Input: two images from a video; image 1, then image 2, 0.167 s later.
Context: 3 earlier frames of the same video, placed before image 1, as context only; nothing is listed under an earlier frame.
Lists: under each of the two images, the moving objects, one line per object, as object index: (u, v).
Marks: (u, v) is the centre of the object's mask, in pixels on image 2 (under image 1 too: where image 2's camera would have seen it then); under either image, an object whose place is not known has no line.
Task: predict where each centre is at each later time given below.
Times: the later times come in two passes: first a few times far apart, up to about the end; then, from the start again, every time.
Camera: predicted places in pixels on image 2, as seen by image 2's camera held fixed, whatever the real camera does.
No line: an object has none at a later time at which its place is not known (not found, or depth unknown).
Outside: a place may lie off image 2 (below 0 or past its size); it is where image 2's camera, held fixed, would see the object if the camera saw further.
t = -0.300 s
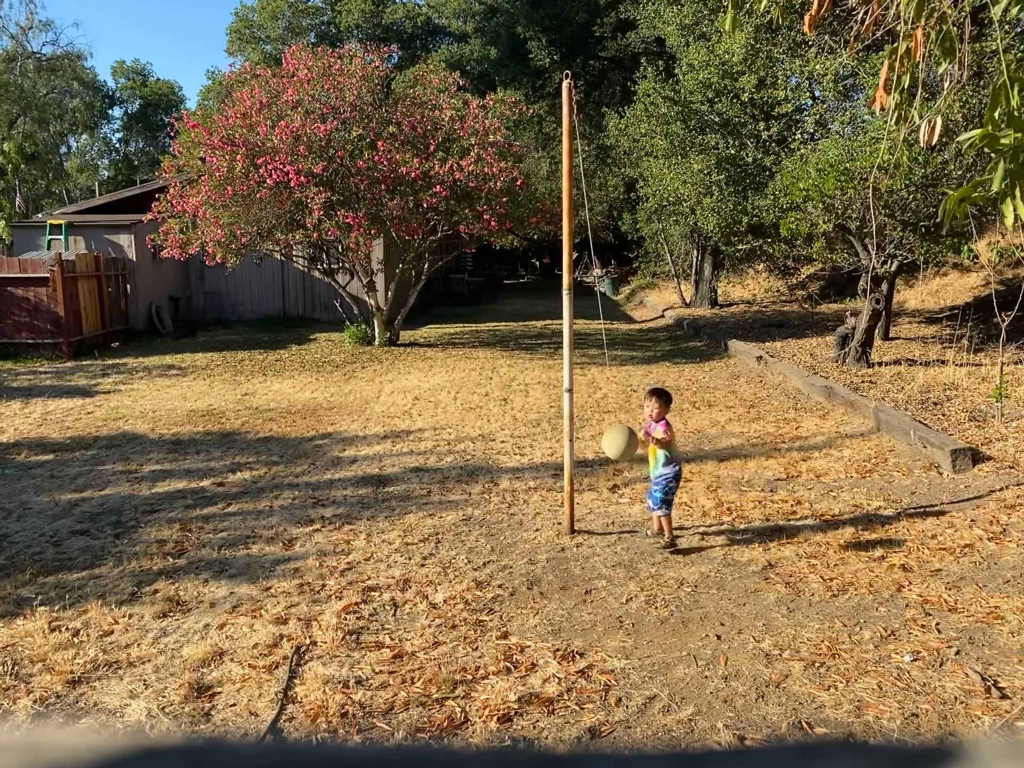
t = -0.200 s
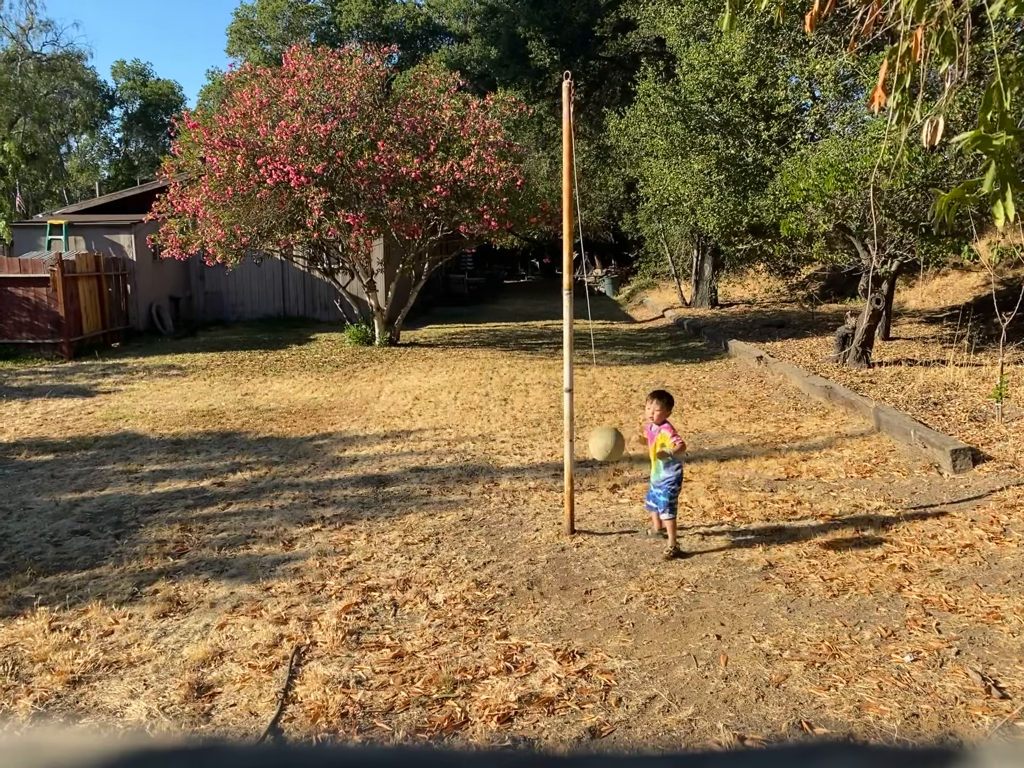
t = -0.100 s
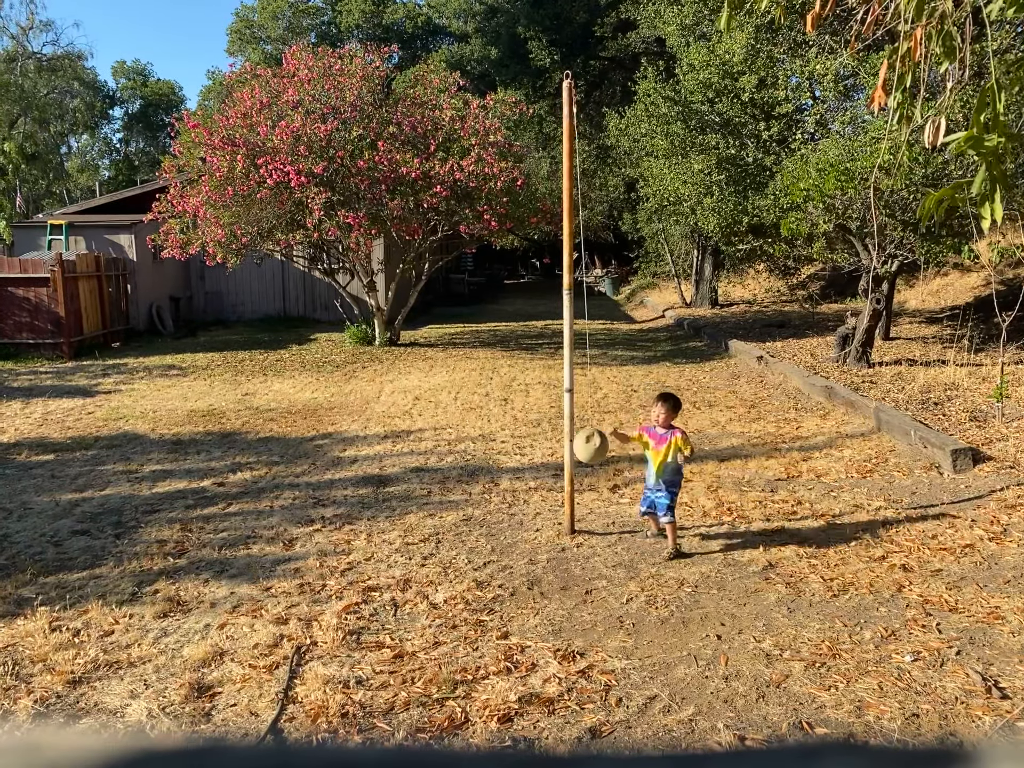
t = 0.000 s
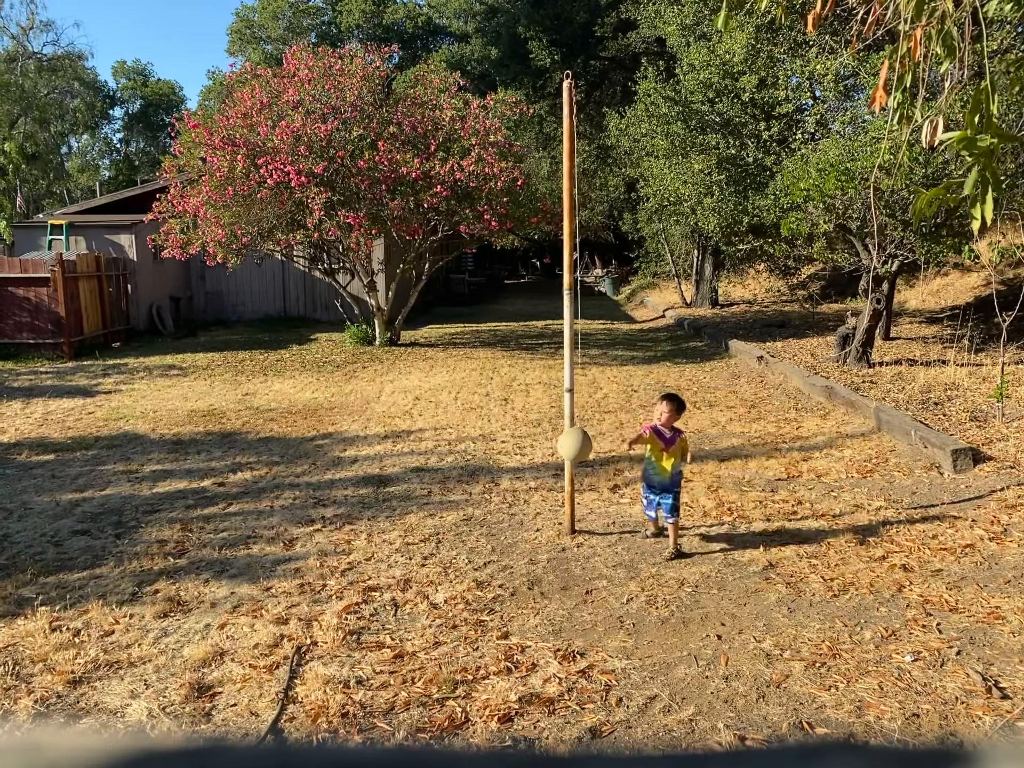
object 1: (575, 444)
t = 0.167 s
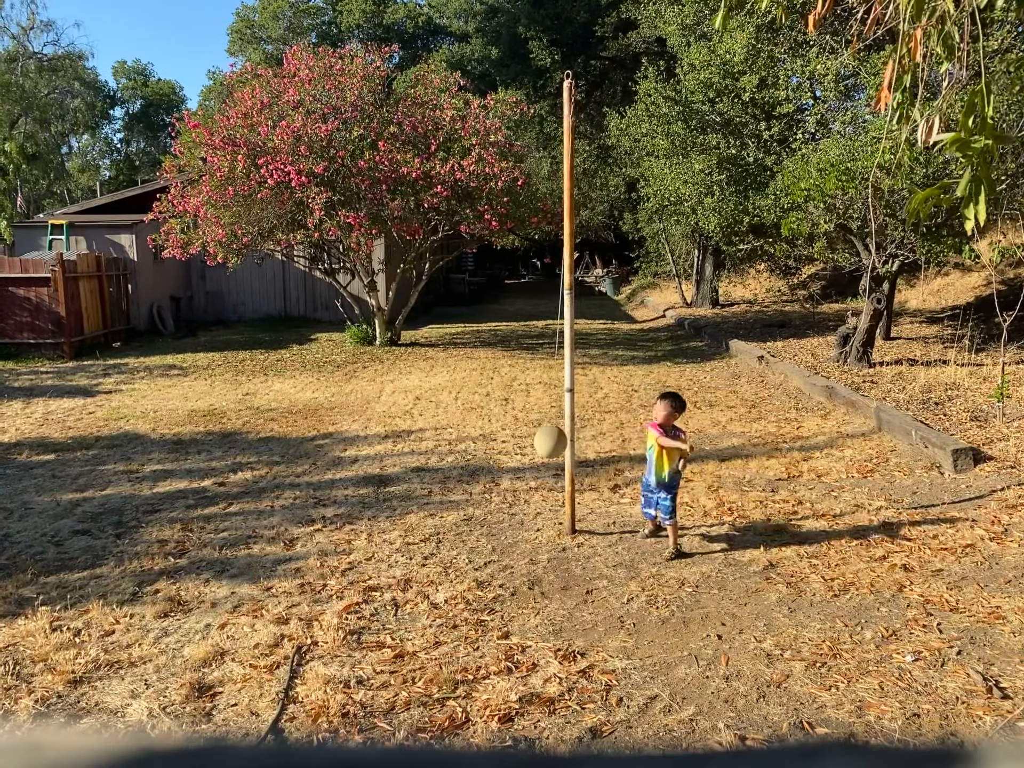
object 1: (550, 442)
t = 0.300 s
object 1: (533, 435)
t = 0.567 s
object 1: (515, 418)
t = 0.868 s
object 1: (515, 405)
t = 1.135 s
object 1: (533, 408)
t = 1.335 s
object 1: (552, 419)
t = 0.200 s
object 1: (546, 440)
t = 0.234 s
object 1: (541, 438)
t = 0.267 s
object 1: (537, 436)
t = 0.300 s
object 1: (533, 435)
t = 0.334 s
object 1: (530, 433)
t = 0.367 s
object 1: (527, 430)
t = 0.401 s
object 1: (523, 429)
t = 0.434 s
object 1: (522, 426)
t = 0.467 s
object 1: (519, 424)
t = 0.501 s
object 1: (518, 422)
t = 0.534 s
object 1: (516, 420)
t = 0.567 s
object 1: (515, 418)
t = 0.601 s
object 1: (514, 415)
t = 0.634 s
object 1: (513, 413)
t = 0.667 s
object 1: (512, 411)
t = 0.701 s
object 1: (512, 409)
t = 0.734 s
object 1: (512, 408)
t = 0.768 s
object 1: (512, 406)
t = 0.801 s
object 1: (513, 406)
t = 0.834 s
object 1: (514, 405)
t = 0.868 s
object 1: (515, 405)
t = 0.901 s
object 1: (517, 405)
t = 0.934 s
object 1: (519, 404)
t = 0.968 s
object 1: (521, 404)
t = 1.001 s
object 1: (523, 404)
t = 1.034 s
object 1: (525, 404)
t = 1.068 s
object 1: (527, 406)
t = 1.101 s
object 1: (530, 407)
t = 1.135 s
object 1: (533, 408)
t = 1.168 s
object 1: (536, 409)
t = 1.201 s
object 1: (539, 411)
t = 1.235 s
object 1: (542, 413)
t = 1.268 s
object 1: (546, 415)
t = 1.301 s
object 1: (550, 416)
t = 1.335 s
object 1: (552, 419)
